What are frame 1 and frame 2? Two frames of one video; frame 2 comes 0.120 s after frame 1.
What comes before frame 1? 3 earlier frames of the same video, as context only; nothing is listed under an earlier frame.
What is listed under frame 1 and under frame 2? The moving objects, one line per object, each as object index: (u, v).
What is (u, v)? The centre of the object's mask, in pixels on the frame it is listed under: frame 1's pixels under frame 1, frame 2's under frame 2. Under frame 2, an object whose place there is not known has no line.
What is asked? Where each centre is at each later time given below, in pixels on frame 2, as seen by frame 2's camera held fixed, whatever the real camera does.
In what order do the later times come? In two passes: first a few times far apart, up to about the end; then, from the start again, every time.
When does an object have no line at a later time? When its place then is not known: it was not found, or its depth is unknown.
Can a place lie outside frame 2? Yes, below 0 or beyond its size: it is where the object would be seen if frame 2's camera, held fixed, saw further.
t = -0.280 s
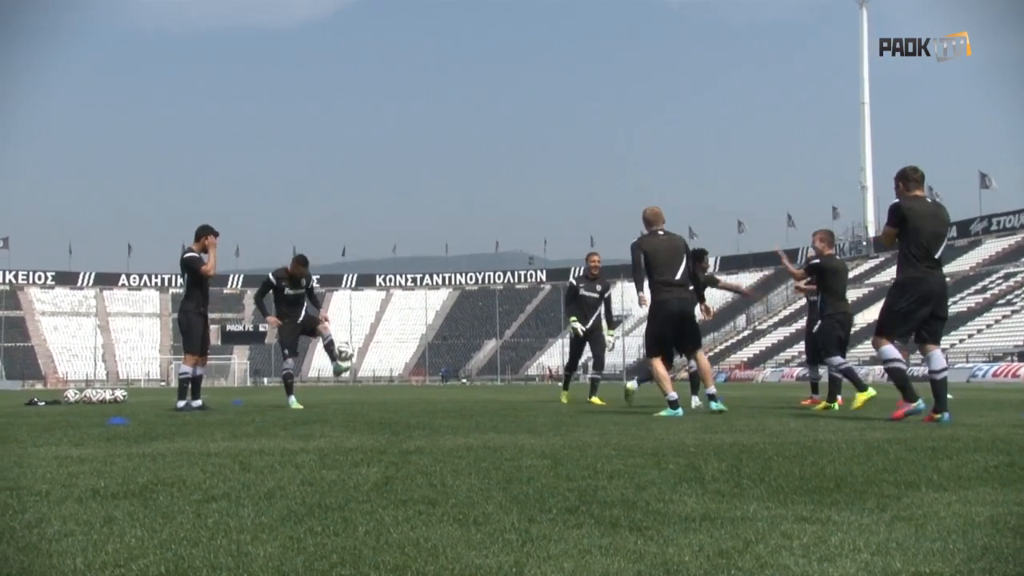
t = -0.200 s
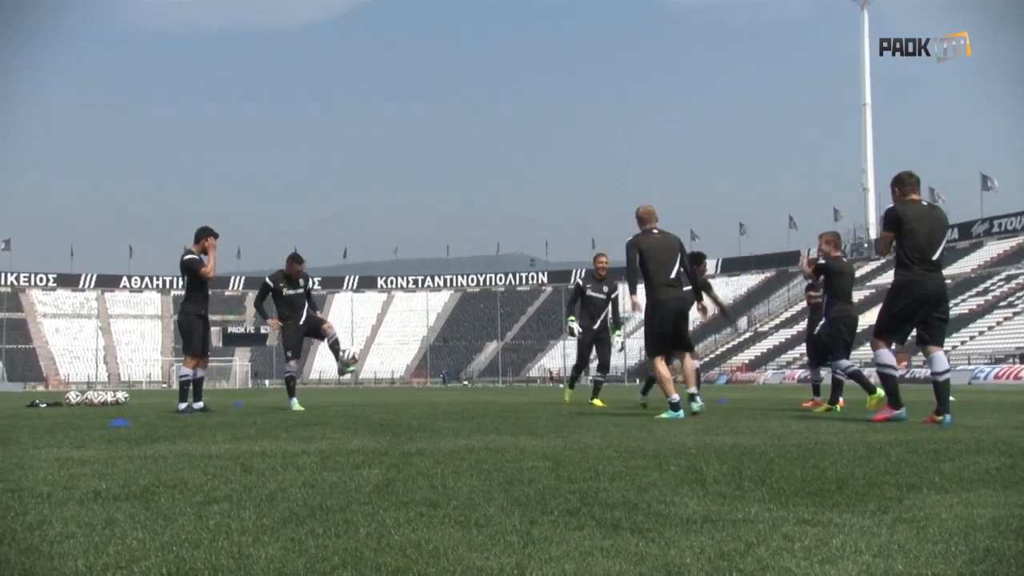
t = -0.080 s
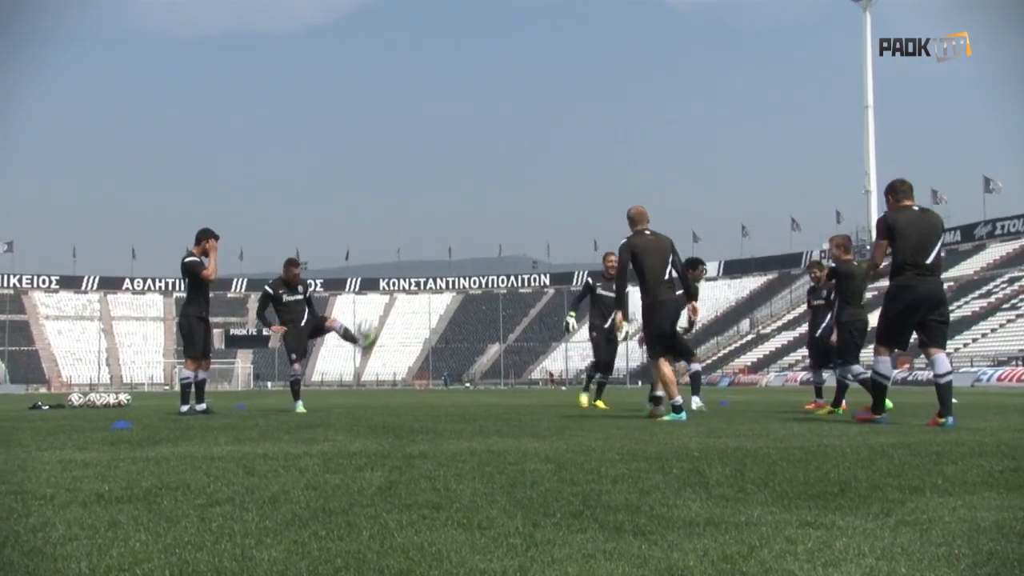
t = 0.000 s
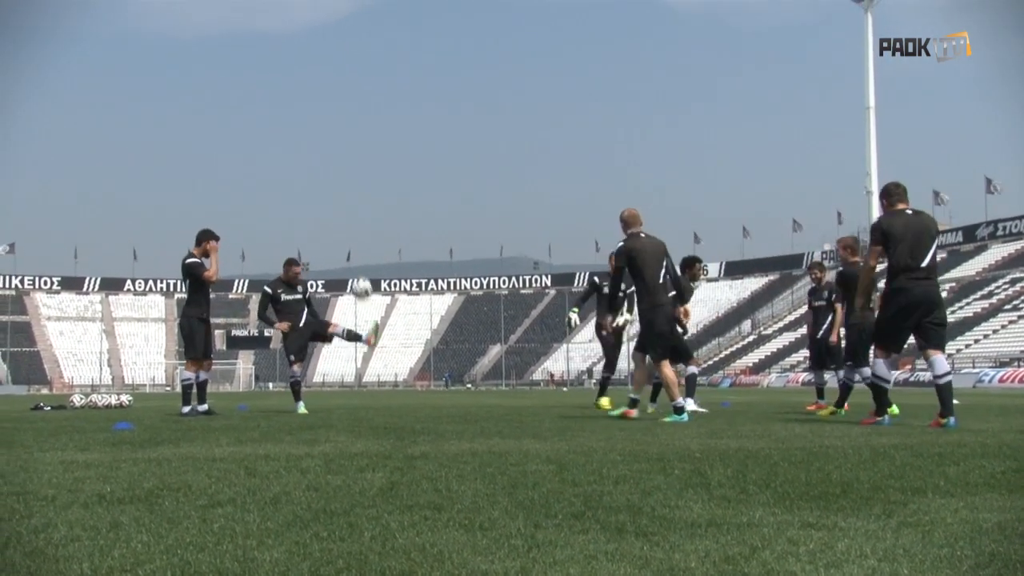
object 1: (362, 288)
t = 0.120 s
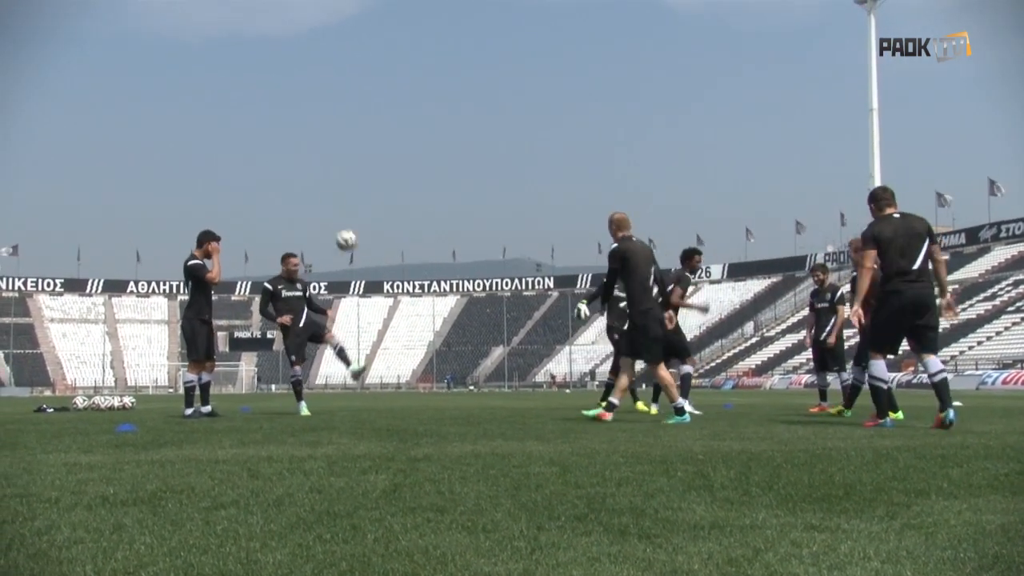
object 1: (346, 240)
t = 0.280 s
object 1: (323, 195)
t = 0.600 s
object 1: (281, 175)
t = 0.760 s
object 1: (262, 198)
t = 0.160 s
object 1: (340, 226)
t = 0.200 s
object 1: (335, 215)
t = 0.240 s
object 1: (328, 204)
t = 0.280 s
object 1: (323, 195)
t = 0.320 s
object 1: (317, 188)
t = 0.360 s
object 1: (312, 182)
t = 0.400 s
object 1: (307, 178)
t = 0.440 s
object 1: (301, 174)
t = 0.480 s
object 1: (296, 173)
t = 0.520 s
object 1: (291, 172)
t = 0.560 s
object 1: (286, 173)
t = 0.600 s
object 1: (281, 175)
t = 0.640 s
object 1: (276, 179)
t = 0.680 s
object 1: (271, 184)
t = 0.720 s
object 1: (267, 190)
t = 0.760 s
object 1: (262, 198)
